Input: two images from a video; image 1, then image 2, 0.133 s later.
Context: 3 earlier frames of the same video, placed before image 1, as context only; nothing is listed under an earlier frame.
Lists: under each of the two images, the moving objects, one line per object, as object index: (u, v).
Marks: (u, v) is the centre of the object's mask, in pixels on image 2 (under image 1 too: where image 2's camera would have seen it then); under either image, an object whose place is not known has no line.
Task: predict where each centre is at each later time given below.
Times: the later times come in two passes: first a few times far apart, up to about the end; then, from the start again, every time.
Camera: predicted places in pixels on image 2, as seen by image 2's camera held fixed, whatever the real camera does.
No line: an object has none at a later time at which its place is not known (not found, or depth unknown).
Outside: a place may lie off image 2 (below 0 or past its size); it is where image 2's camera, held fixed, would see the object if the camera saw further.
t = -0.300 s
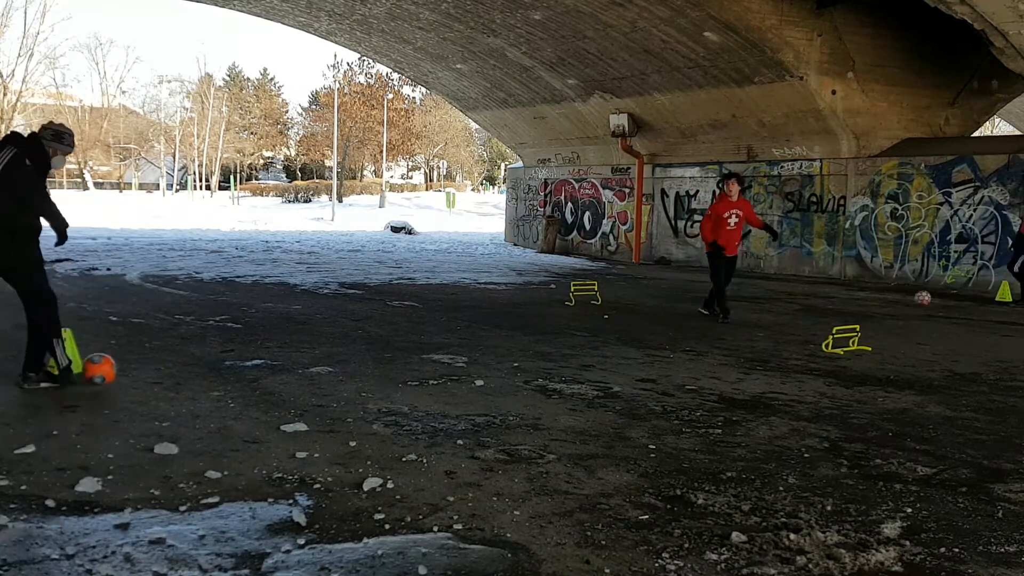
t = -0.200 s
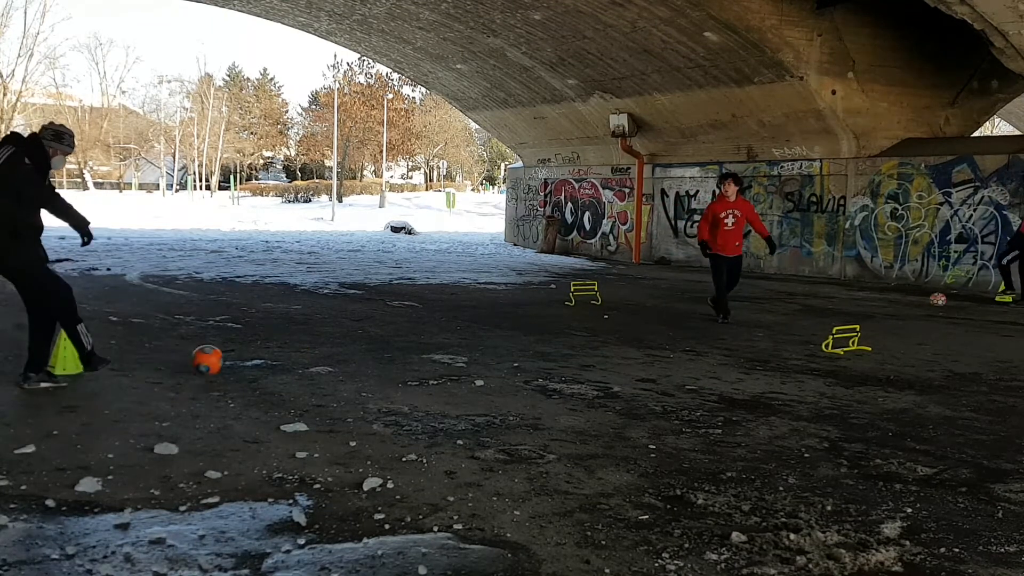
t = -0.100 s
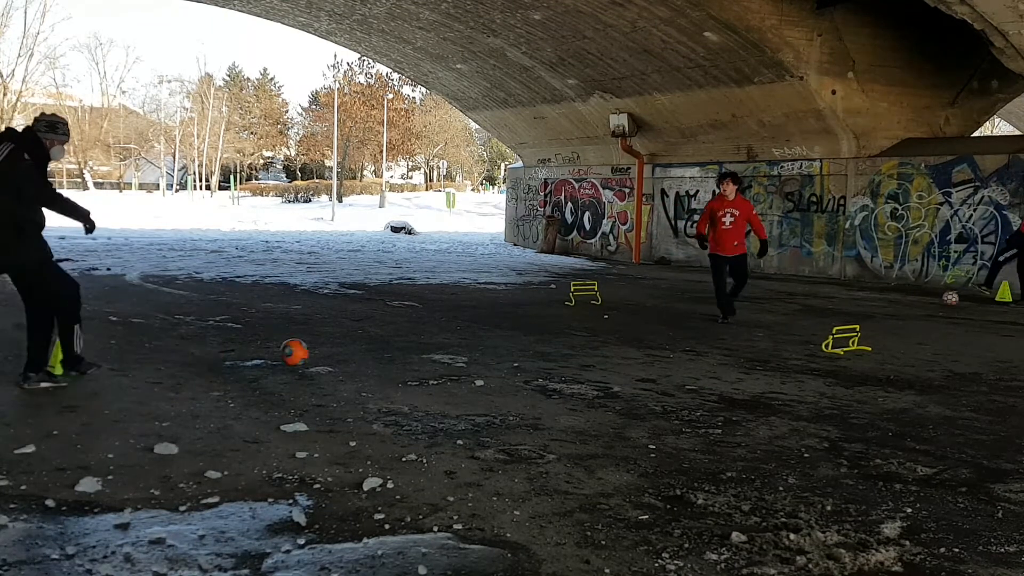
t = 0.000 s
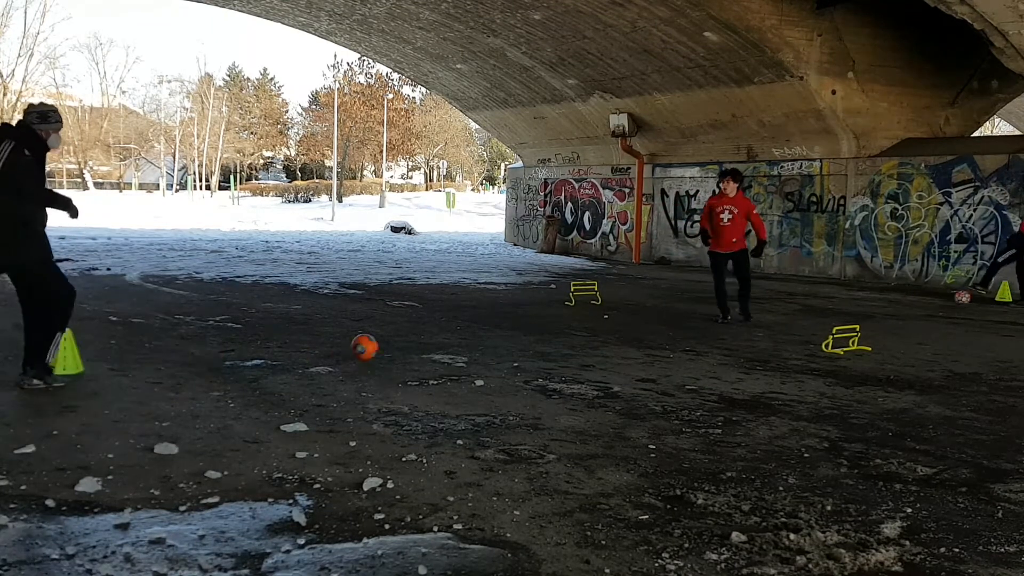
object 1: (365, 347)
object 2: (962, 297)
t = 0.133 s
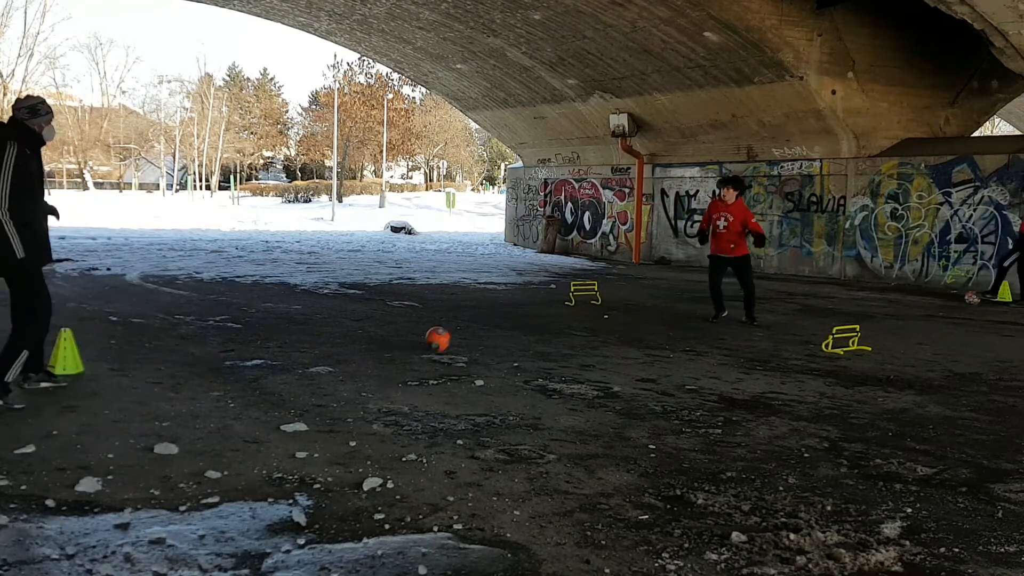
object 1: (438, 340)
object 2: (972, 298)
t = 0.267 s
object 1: (495, 334)
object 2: (983, 298)
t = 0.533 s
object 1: (588, 326)
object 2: (1004, 300)
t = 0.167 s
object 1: (453, 337)
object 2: (975, 298)
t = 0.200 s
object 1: (469, 337)
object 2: (978, 298)
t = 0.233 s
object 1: (482, 335)
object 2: (981, 298)
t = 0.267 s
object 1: (495, 334)
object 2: (983, 298)
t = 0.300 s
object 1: (508, 333)
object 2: (986, 298)
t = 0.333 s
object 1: (520, 332)
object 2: (988, 299)
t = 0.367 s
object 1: (532, 330)
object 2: (991, 299)
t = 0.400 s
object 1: (544, 329)
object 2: (993, 299)
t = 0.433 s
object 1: (555, 329)
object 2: (995, 300)
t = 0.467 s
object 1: (566, 328)
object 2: (998, 300)
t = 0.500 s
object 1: (577, 326)
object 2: (1001, 300)
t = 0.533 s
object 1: (588, 326)
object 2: (1004, 300)
